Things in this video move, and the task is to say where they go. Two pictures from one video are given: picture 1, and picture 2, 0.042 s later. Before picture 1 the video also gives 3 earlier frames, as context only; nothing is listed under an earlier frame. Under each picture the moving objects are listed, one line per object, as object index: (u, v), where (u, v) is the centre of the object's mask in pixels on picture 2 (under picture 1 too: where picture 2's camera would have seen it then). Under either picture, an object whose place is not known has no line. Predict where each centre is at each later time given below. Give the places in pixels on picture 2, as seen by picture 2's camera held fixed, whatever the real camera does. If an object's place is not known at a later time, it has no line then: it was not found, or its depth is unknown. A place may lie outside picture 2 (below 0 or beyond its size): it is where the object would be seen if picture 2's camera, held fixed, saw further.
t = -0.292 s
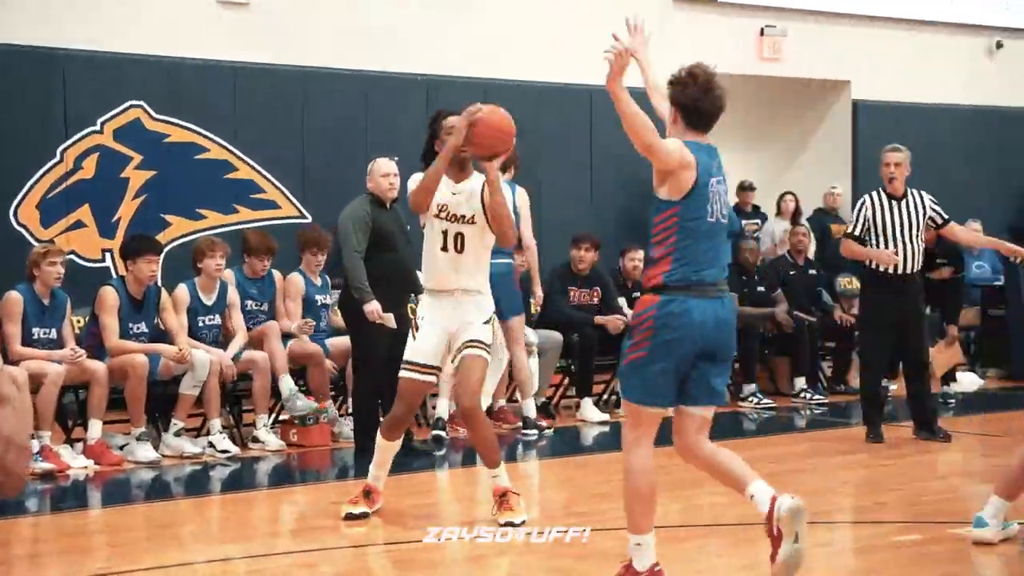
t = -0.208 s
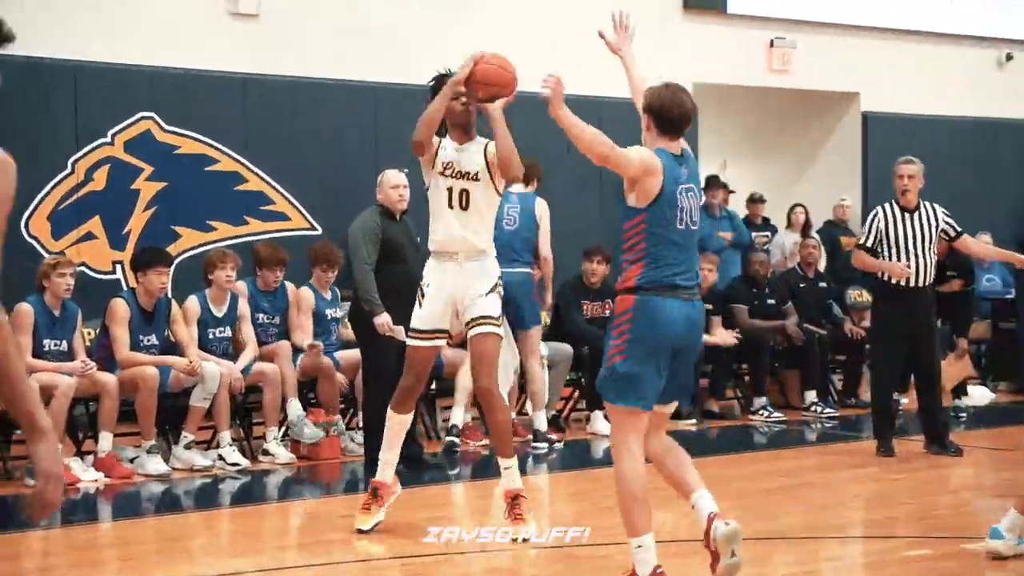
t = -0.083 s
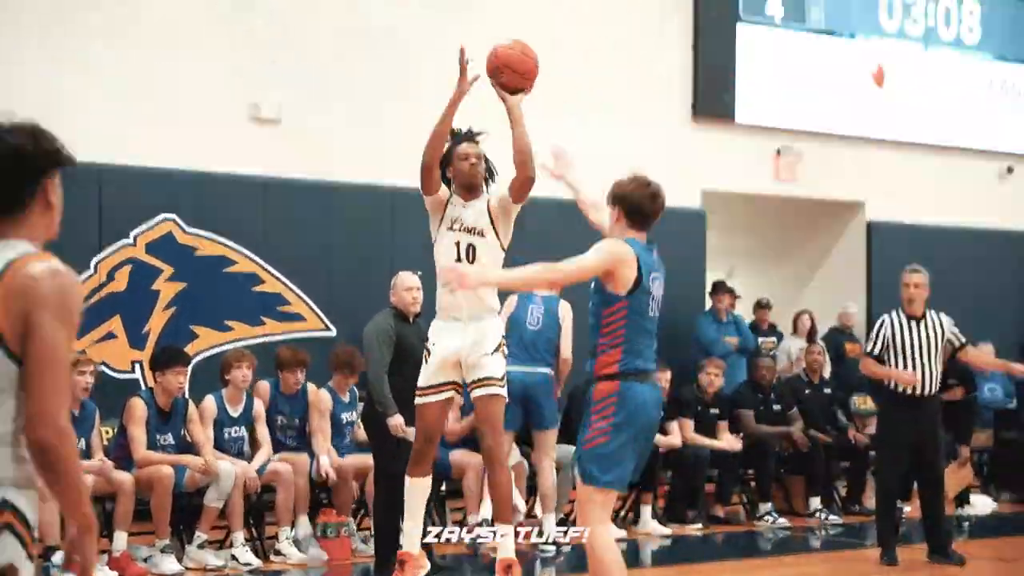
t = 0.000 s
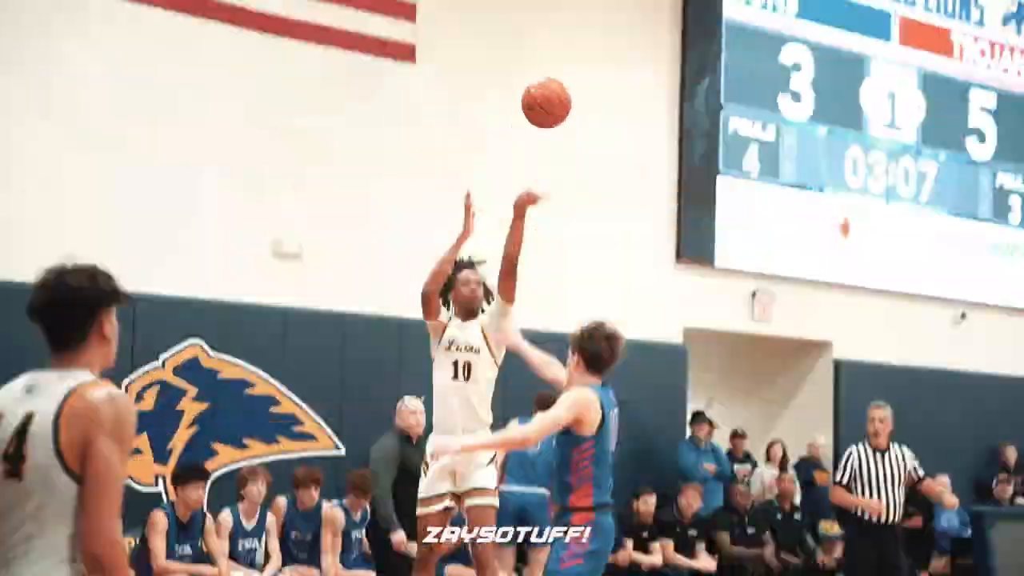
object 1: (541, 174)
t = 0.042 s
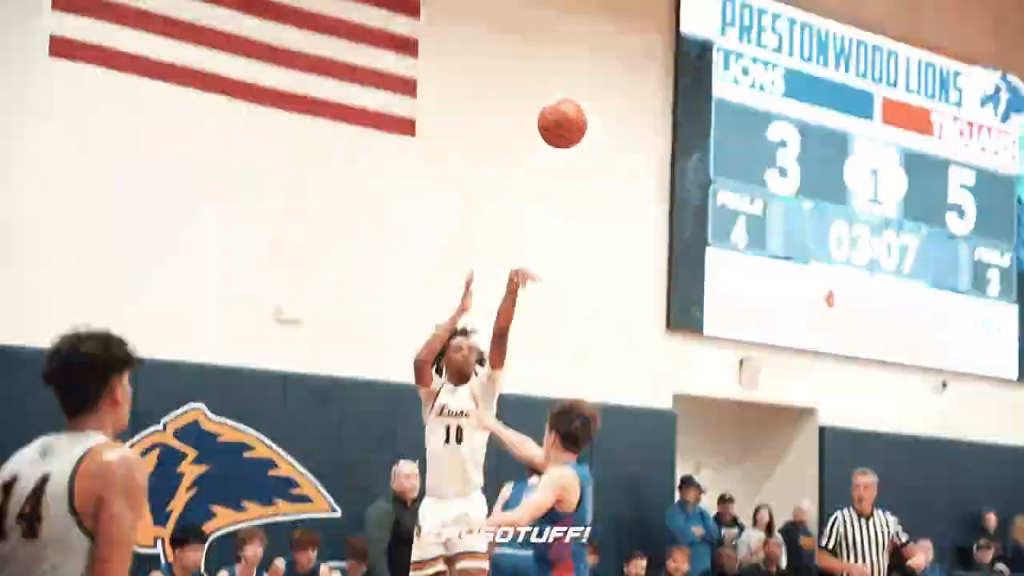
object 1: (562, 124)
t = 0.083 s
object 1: (584, 73)
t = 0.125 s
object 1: (606, 22)
